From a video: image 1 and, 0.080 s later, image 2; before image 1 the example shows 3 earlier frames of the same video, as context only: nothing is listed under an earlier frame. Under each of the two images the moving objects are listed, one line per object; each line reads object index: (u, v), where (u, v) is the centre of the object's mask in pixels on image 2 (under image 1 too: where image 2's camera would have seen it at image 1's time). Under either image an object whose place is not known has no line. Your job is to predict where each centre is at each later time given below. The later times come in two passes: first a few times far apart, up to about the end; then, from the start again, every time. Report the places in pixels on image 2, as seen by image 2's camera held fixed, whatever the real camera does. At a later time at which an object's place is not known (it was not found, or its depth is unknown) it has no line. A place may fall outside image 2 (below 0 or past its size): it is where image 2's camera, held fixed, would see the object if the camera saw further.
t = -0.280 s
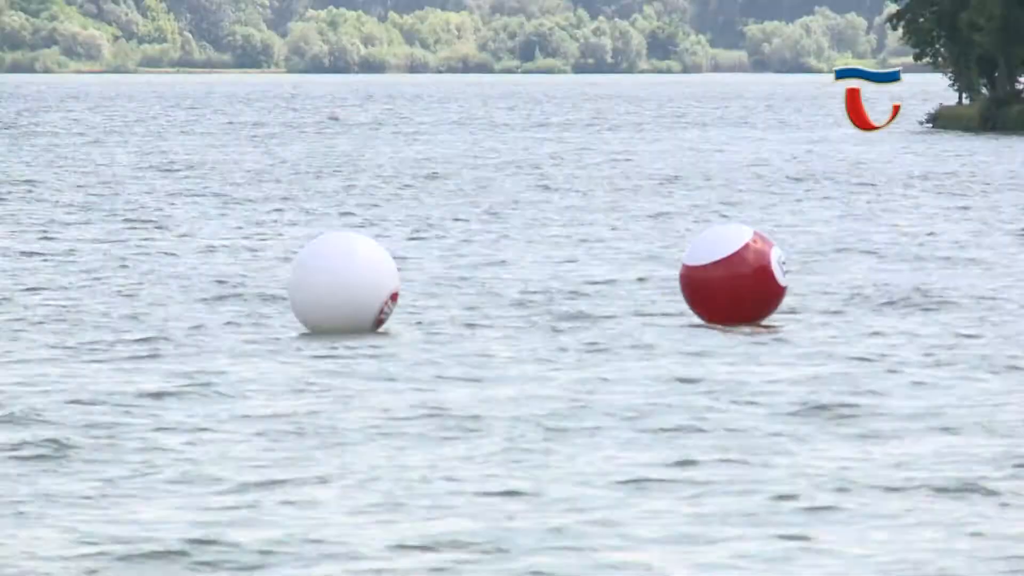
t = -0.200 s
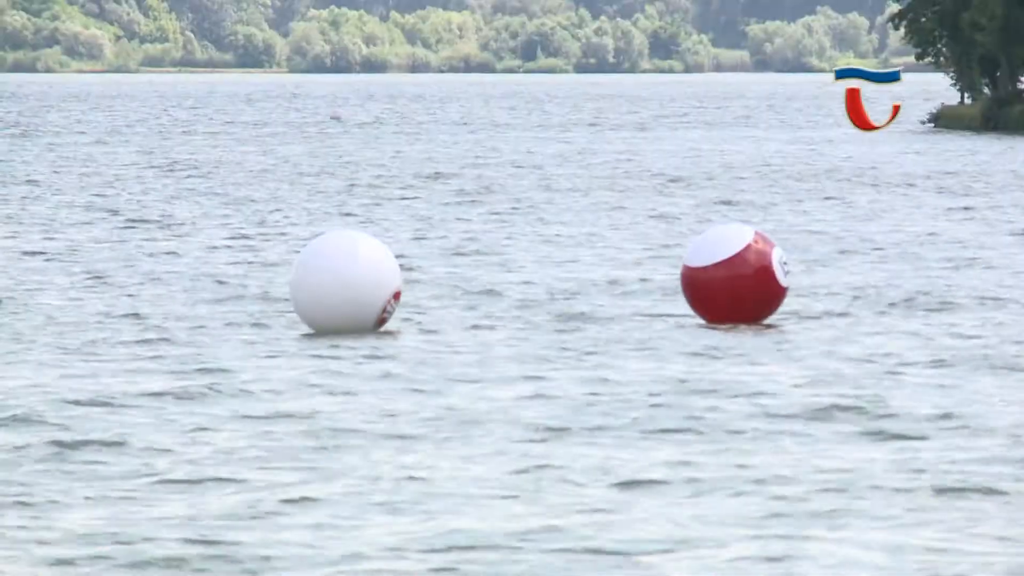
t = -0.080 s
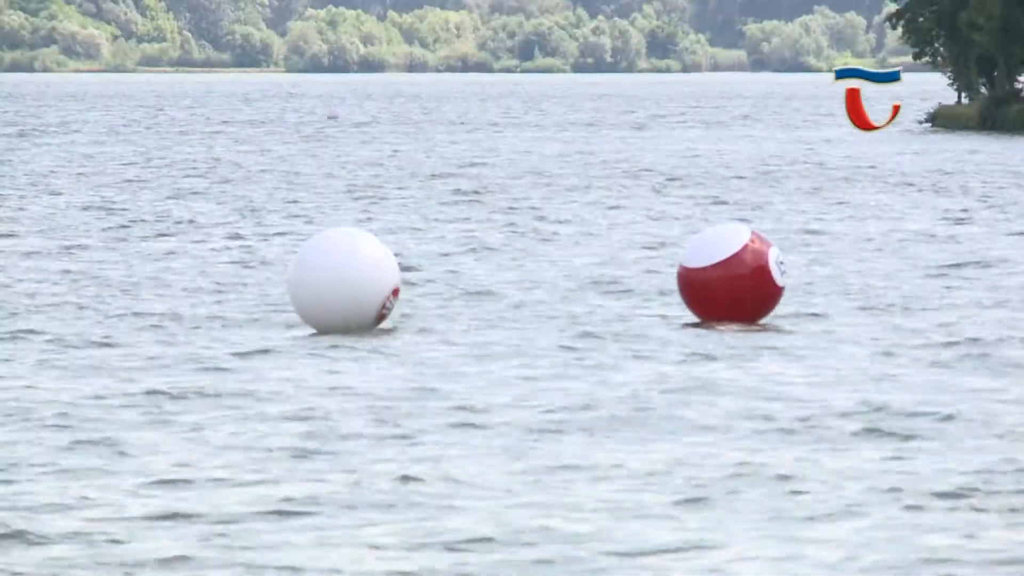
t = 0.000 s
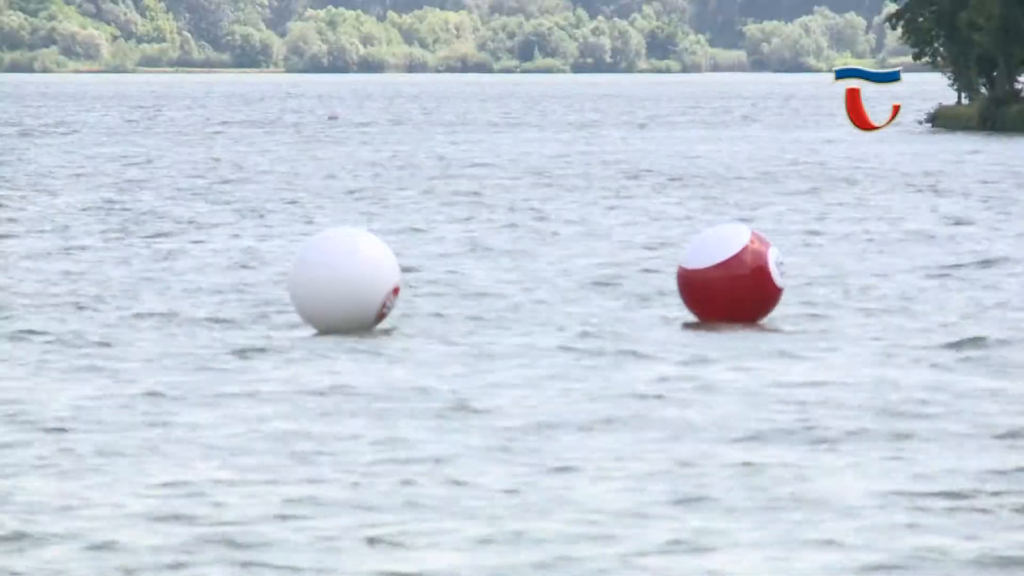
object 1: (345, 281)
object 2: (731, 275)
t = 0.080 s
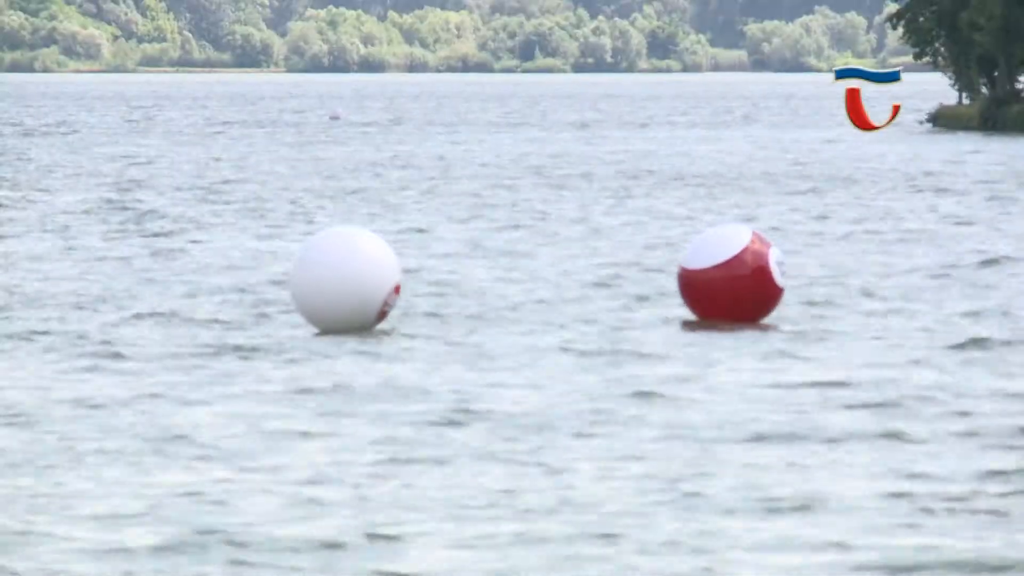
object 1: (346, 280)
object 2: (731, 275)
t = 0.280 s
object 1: (345, 280)
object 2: (731, 277)
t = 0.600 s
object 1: (345, 285)
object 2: (738, 276)
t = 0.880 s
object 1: (349, 285)
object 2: (743, 274)
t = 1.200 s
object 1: (350, 279)
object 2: (747, 276)
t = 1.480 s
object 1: (352, 278)
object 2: (752, 278)
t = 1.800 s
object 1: (355, 281)
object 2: (762, 275)
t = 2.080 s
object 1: (358, 283)
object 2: (770, 274)
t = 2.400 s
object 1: (357, 279)
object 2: (771, 273)
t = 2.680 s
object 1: (359, 277)
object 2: (772, 275)
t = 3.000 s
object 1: (367, 279)
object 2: (776, 277)
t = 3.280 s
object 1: (370, 282)
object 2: (782, 274)
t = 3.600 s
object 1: (369, 280)
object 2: (786, 272)
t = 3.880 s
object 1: (371, 278)
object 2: (786, 274)
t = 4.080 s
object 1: (374, 277)
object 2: (788, 275)
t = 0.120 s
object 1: (346, 280)
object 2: (731, 275)
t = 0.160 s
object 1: (346, 280)
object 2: (732, 276)
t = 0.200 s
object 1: (346, 280)
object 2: (732, 276)
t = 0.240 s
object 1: (346, 280)
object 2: (732, 276)
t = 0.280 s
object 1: (345, 280)
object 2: (731, 277)
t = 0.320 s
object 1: (344, 281)
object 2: (732, 277)
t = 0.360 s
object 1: (345, 282)
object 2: (734, 277)
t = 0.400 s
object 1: (345, 283)
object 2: (734, 278)
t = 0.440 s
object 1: (344, 283)
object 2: (734, 278)
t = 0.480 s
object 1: (344, 284)
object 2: (735, 278)
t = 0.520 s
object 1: (345, 284)
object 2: (735, 277)
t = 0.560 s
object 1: (345, 285)
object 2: (737, 277)
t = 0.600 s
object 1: (345, 285)
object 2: (738, 276)
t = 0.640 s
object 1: (346, 285)
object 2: (739, 276)
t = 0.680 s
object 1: (346, 286)
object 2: (739, 276)
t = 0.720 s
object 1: (346, 286)
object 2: (740, 275)
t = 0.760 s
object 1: (347, 286)
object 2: (741, 275)
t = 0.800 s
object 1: (347, 285)
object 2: (742, 274)
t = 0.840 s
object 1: (348, 285)
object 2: (742, 274)
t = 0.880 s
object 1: (349, 285)
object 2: (743, 274)
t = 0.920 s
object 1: (349, 284)
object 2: (743, 274)
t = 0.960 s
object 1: (349, 284)
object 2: (744, 275)
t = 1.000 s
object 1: (349, 283)
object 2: (744, 274)
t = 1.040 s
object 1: (349, 282)
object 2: (744, 275)
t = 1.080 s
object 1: (350, 281)
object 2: (745, 276)
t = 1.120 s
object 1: (350, 280)
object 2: (746, 276)
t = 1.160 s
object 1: (350, 280)
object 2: (746, 276)
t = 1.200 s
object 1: (350, 279)
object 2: (747, 276)
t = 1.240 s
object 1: (351, 278)
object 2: (748, 276)
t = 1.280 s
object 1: (351, 278)
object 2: (749, 277)
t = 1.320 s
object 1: (351, 278)
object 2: (749, 277)
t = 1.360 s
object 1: (351, 278)
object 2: (750, 277)
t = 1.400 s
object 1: (351, 278)
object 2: (751, 278)
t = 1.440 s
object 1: (351, 278)
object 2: (752, 278)
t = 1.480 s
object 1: (352, 278)
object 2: (752, 278)
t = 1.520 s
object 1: (352, 278)
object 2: (753, 278)
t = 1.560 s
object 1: (352, 279)
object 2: (755, 277)
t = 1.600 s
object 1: (352, 279)
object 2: (756, 277)
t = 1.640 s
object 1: (353, 279)
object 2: (757, 276)
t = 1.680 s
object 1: (354, 280)
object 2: (759, 276)
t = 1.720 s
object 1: (354, 281)
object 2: (760, 276)
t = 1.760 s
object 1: (354, 281)
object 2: (761, 276)
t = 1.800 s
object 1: (355, 281)
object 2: (762, 275)
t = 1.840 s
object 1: (356, 282)
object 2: (765, 274)
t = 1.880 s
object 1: (356, 282)
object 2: (765, 274)
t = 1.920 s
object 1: (357, 283)
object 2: (767, 274)
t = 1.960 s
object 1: (358, 283)
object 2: (768, 275)
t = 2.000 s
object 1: (358, 283)
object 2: (769, 274)
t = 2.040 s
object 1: (358, 283)
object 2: (770, 275)
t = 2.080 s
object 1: (358, 283)
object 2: (770, 274)
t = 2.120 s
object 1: (359, 283)
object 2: (770, 273)
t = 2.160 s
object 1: (358, 283)
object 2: (769, 273)
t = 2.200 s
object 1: (359, 281)
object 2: (771, 272)
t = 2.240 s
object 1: (358, 281)
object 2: (770, 272)
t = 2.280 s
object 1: (357, 280)
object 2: (770, 273)
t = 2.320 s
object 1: (357, 279)
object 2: (770, 272)
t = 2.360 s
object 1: (357, 279)
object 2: (770, 273)
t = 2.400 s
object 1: (357, 279)
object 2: (771, 273)
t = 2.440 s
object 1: (357, 278)
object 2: (771, 273)
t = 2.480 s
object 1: (357, 277)
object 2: (771, 273)
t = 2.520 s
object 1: (358, 277)
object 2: (771, 273)
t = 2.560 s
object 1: (358, 277)
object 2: (772, 274)
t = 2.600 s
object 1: (358, 277)
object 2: (771, 274)
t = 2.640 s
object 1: (359, 277)
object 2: (772, 275)
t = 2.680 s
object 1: (359, 277)
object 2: (772, 275)
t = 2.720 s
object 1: (360, 277)
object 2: (772, 275)
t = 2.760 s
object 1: (361, 277)
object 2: (773, 275)
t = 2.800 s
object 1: (362, 278)
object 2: (773, 276)
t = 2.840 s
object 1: (363, 278)
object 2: (774, 276)
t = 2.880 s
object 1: (363, 278)
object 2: (774, 276)
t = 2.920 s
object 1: (365, 278)
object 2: (775, 276)
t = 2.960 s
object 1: (365, 279)
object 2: (775, 276)
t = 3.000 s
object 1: (367, 279)
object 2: (776, 277)
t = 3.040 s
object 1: (367, 279)
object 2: (777, 276)
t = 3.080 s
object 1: (368, 280)
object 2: (777, 276)
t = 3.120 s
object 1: (369, 280)
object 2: (779, 276)
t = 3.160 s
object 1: (369, 281)
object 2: (779, 275)
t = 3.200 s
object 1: (370, 281)
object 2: (780, 275)
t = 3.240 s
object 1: (370, 281)
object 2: (781, 274)
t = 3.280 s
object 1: (370, 282)
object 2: (782, 274)
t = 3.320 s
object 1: (370, 281)
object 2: (782, 274)
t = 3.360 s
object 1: (370, 281)
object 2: (783, 274)
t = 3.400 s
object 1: (370, 281)
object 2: (784, 274)
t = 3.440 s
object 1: (369, 281)
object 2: (784, 273)
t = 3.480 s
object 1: (369, 281)
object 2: (784, 273)
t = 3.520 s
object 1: (369, 280)
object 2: (785, 272)
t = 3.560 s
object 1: (369, 280)
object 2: (785, 272)
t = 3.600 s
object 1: (369, 280)
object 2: (786, 272)
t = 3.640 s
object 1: (369, 279)
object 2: (786, 272)
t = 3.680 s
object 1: (370, 279)
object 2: (786, 273)
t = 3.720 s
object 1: (370, 278)
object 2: (786, 273)
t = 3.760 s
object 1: (370, 278)
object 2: (786, 273)
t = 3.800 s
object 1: (370, 278)
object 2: (787, 273)
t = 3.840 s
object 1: (371, 277)
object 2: (788, 273)
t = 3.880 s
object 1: (371, 278)
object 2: (786, 274)
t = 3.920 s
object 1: (372, 277)
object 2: (788, 274)
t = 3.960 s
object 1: (373, 278)
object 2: (788, 275)
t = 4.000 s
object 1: (373, 277)
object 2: (788, 275)
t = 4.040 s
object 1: (375, 278)
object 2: (789, 276)
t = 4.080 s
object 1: (374, 277)
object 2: (788, 275)
